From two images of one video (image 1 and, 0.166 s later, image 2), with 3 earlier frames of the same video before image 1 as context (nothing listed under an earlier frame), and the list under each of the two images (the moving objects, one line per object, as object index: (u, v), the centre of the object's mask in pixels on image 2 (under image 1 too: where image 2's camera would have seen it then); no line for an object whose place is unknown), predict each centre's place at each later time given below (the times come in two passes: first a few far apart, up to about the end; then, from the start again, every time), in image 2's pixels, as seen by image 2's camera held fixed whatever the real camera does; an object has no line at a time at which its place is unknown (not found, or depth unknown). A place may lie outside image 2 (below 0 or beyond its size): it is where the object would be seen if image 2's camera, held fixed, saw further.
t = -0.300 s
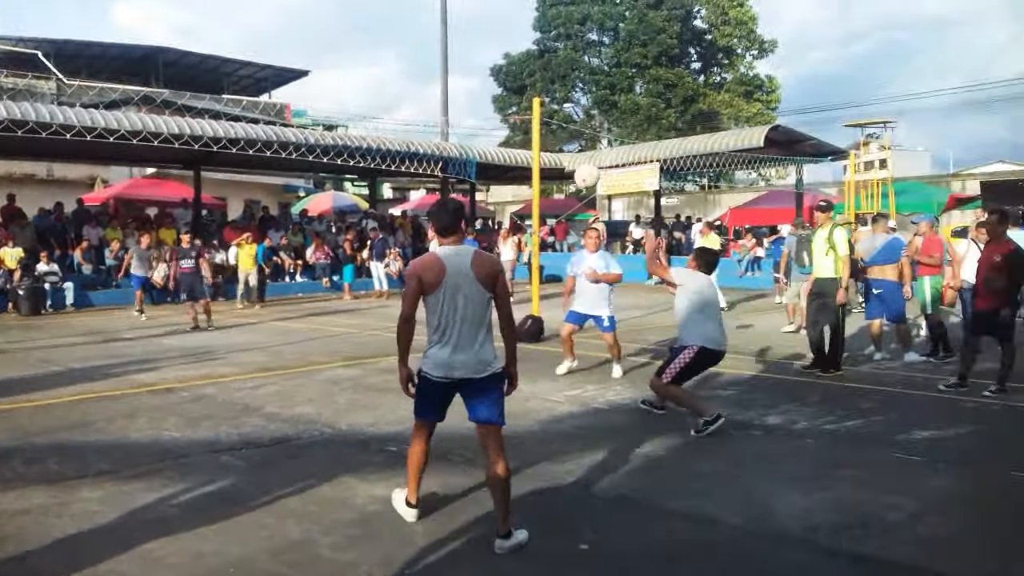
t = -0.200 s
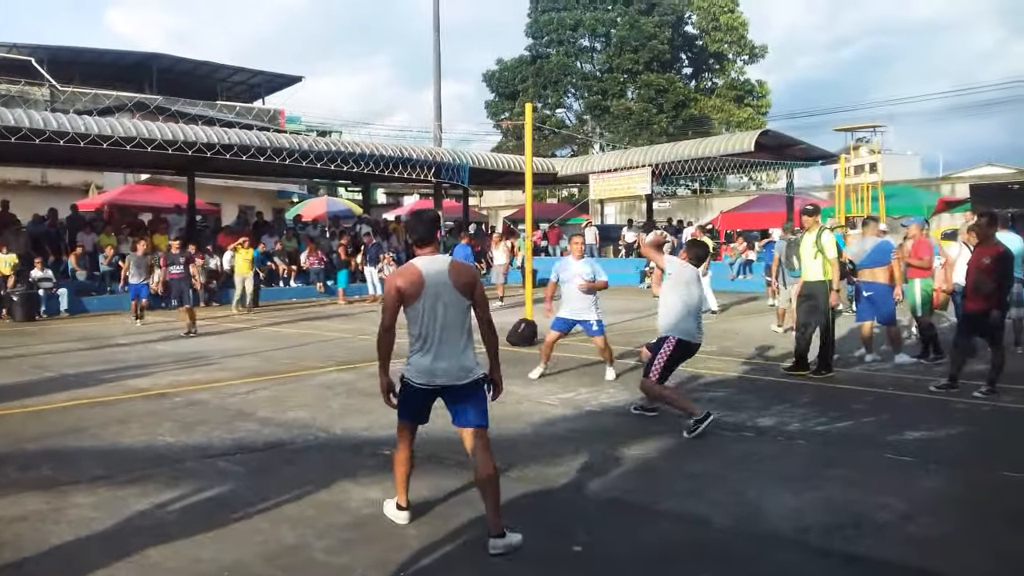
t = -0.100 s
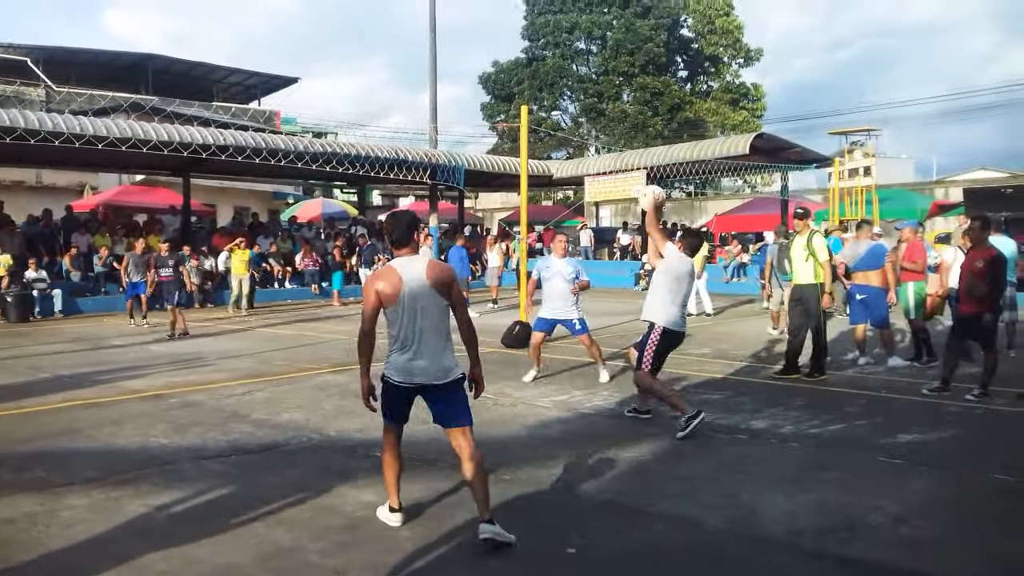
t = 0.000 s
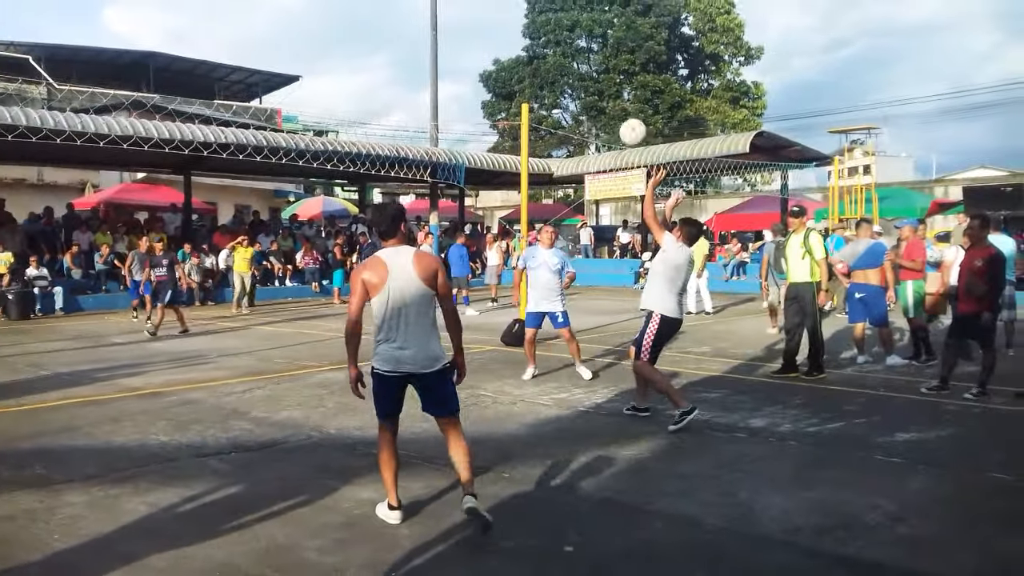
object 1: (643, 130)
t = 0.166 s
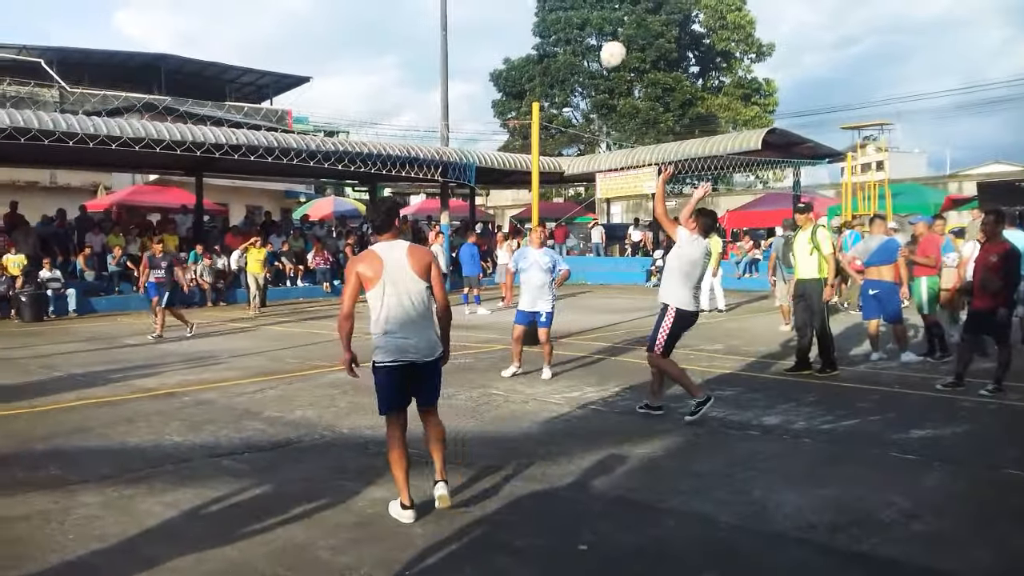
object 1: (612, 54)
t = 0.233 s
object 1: (601, 35)
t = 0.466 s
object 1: (562, 10)
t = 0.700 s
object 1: (528, 41)
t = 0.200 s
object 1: (606, 43)
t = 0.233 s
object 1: (601, 35)
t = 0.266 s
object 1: (595, 26)
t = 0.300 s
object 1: (590, 20)
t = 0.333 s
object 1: (584, 15)
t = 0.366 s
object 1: (579, 11)
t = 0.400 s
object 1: (573, 10)
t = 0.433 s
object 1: (568, 10)
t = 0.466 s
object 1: (562, 10)
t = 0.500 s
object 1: (558, 10)
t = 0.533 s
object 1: (552, 12)
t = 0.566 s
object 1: (547, 16)
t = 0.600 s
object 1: (542, 21)
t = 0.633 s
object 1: (537, 27)
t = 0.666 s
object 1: (532, 34)
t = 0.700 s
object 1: (528, 41)
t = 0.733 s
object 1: (522, 51)
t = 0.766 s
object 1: (518, 61)
